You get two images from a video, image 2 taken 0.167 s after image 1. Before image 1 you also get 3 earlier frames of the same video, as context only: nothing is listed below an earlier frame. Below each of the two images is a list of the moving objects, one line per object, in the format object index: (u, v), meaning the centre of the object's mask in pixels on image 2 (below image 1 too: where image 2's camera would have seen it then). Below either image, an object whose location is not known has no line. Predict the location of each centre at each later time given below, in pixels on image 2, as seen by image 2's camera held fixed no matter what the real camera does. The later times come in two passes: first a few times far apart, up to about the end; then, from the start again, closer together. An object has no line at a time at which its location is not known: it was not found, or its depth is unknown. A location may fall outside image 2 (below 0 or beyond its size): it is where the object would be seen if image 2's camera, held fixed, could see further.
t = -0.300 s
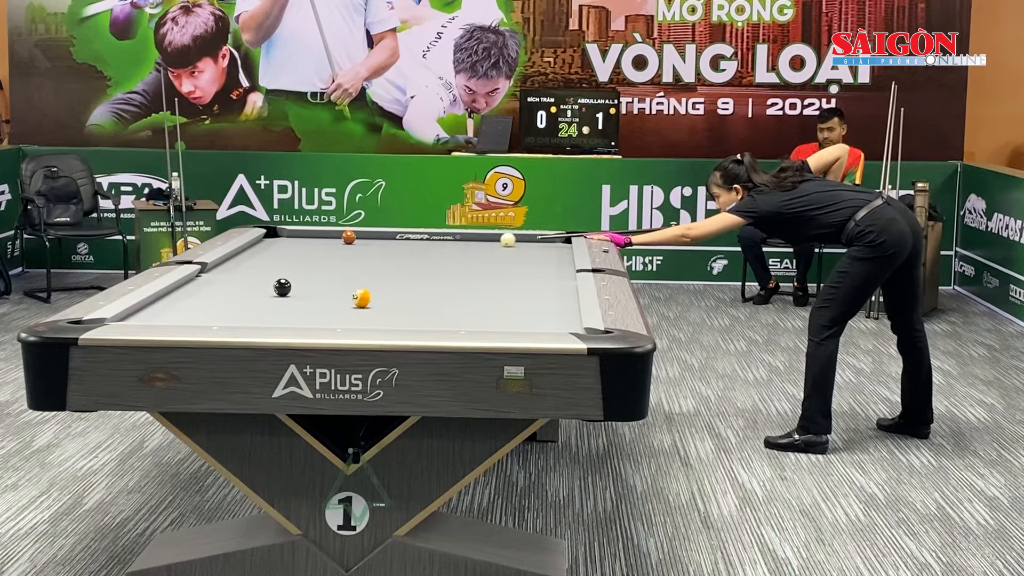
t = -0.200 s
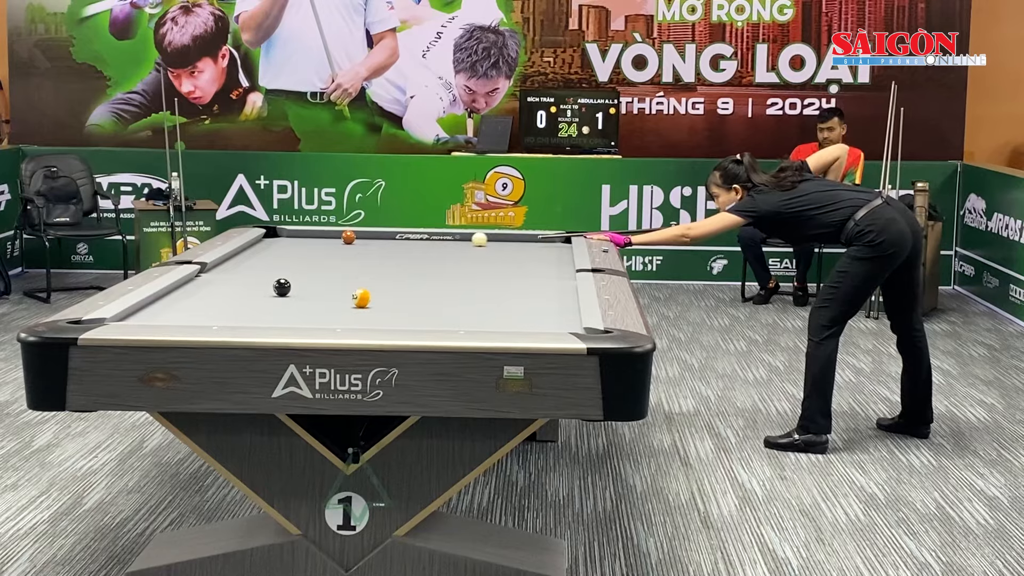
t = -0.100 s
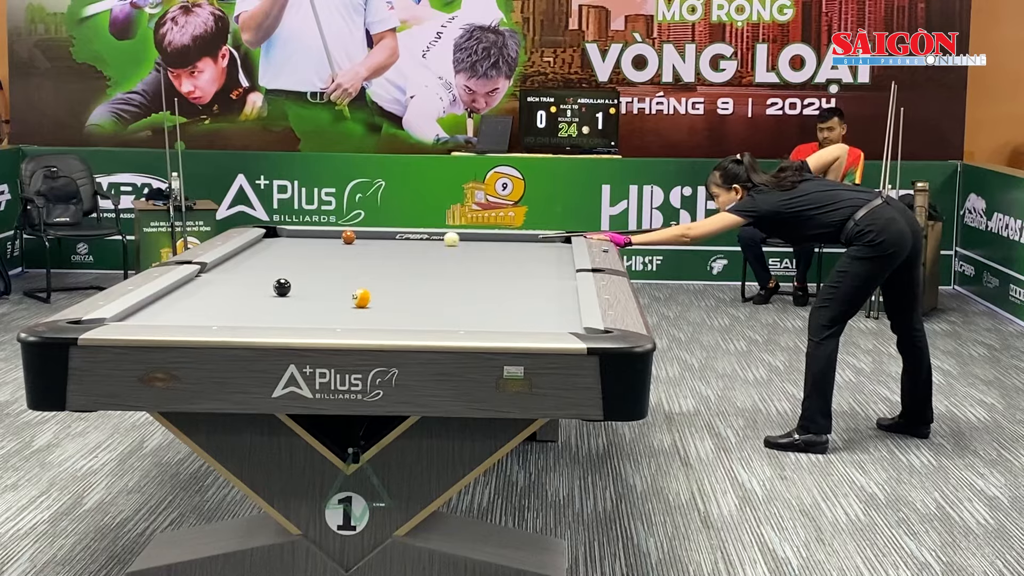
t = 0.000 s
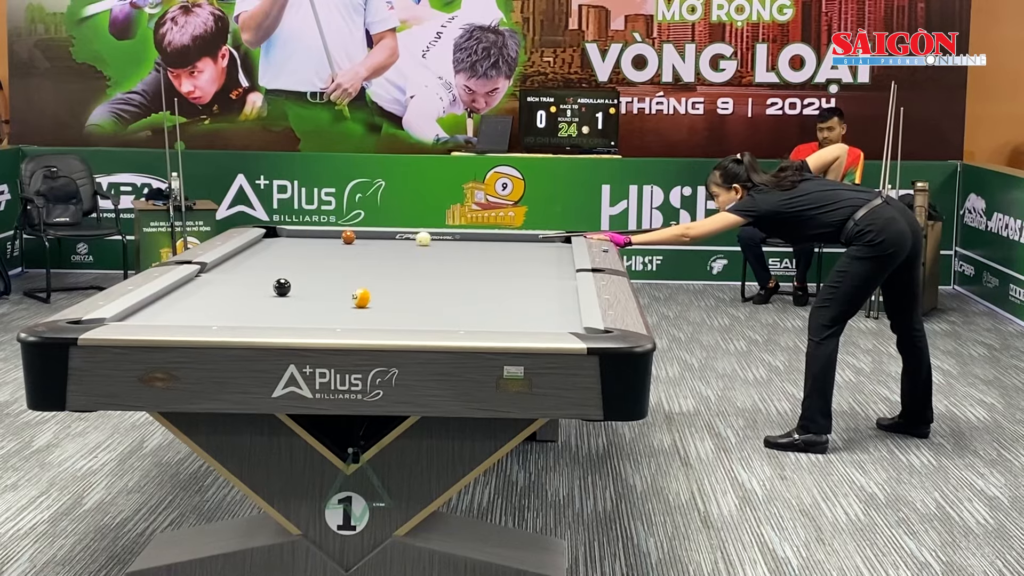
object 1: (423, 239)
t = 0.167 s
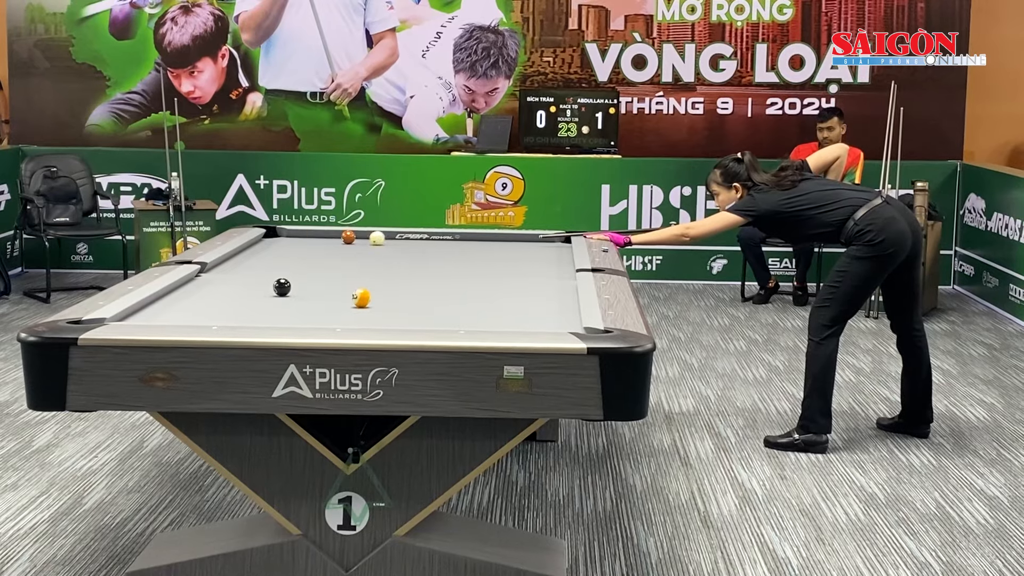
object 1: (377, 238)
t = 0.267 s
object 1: (356, 238)
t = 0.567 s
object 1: (318, 241)
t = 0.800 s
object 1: (286, 243)
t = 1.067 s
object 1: (253, 245)
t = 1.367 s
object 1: (268, 248)
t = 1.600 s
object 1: (278, 250)
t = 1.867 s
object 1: (289, 252)
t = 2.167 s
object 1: (301, 254)
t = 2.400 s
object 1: (309, 255)
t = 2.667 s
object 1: (319, 257)
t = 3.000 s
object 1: (330, 259)
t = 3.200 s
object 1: (336, 260)
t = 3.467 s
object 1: (343, 262)
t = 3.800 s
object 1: (351, 263)
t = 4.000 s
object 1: (356, 264)
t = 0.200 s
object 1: (368, 238)
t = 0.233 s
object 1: (359, 238)
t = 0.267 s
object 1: (356, 238)
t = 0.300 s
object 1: (352, 239)
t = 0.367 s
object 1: (345, 240)
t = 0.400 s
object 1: (341, 240)
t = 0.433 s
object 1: (336, 240)
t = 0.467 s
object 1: (331, 240)
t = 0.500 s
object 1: (327, 241)
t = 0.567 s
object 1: (318, 241)
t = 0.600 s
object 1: (313, 241)
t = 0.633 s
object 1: (309, 242)
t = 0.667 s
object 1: (304, 242)
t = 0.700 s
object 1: (300, 242)
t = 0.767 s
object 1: (290, 243)
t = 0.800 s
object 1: (286, 243)
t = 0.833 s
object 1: (282, 243)
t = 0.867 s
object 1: (277, 244)
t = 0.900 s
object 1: (272, 244)
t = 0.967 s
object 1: (263, 244)
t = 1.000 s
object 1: (259, 244)
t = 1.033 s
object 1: (254, 245)
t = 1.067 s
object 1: (253, 245)
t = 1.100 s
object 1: (255, 245)
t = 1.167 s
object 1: (259, 246)
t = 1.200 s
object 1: (260, 246)
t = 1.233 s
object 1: (262, 246)
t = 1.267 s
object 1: (264, 247)
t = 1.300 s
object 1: (265, 247)
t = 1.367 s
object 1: (268, 248)
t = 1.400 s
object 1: (269, 248)
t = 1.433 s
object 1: (271, 248)
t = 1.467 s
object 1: (272, 248)
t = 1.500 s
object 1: (274, 249)
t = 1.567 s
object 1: (277, 249)
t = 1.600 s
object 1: (278, 250)
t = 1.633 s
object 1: (279, 250)
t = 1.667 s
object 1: (281, 250)
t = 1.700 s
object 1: (282, 250)
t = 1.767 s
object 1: (285, 251)
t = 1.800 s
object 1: (286, 251)
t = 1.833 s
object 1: (288, 251)
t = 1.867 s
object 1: (289, 252)
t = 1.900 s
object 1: (290, 252)
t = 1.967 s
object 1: (293, 252)
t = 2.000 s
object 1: (294, 253)
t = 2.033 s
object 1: (296, 253)
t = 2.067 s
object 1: (297, 253)
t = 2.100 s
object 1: (298, 253)
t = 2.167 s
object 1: (301, 254)
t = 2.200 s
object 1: (302, 254)
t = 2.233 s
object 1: (303, 254)
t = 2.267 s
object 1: (304, 255)
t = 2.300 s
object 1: (306, 255)
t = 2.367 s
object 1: (308, 255)
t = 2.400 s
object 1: (309, 255)
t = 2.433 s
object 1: (311, 256)
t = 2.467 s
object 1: (312, 256)
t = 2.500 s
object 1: (313, 256)
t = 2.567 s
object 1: (315, 256)
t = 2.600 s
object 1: (317, 257)
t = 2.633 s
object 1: (318, 257)
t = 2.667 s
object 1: (319, 257)
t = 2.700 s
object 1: (320, 257)
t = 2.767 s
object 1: (322, 258)
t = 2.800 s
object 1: (323, 258)
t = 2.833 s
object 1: (325, 258)
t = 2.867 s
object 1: (325, 258)
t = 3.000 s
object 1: (330, 259)
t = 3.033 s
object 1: (331, 259)
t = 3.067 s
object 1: (332, 259)
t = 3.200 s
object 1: (336, 260)
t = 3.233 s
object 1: (337, 260)
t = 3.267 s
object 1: (338, 261)
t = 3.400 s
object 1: (341, 261)
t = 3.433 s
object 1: (342, 261)
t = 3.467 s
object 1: (343, 262)
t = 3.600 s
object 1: (347, 262)
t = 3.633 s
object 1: (347, 262)
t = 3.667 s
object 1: (348, 262)
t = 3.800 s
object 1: (351, 263)
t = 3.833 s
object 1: (352, 263)
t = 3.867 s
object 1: (353, 263)
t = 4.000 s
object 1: (356, 264)
